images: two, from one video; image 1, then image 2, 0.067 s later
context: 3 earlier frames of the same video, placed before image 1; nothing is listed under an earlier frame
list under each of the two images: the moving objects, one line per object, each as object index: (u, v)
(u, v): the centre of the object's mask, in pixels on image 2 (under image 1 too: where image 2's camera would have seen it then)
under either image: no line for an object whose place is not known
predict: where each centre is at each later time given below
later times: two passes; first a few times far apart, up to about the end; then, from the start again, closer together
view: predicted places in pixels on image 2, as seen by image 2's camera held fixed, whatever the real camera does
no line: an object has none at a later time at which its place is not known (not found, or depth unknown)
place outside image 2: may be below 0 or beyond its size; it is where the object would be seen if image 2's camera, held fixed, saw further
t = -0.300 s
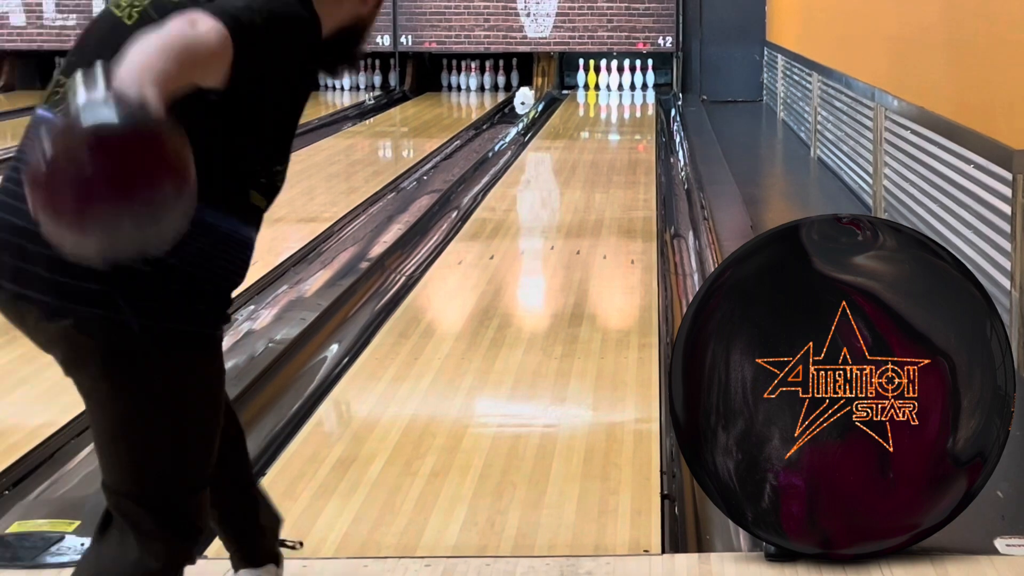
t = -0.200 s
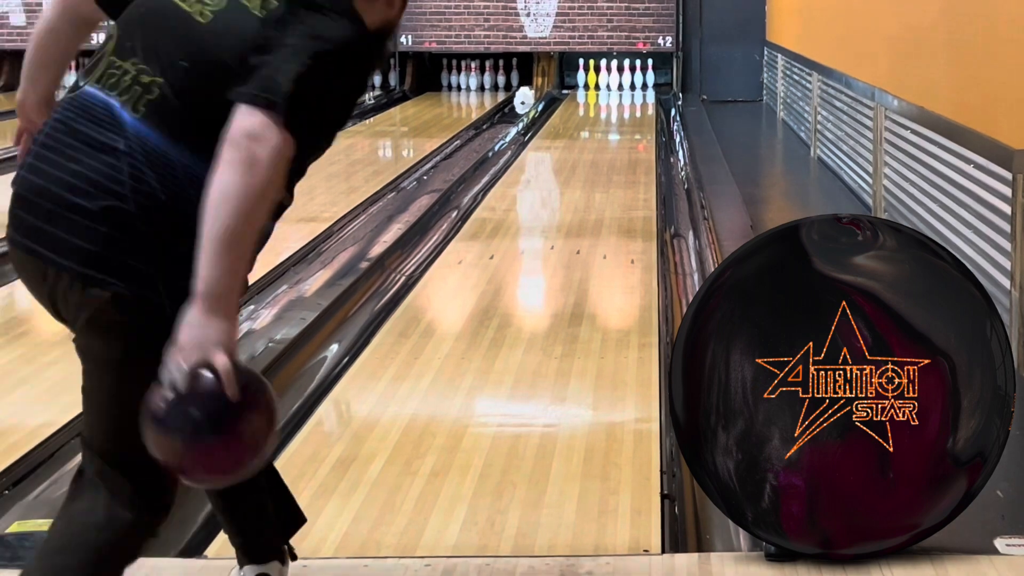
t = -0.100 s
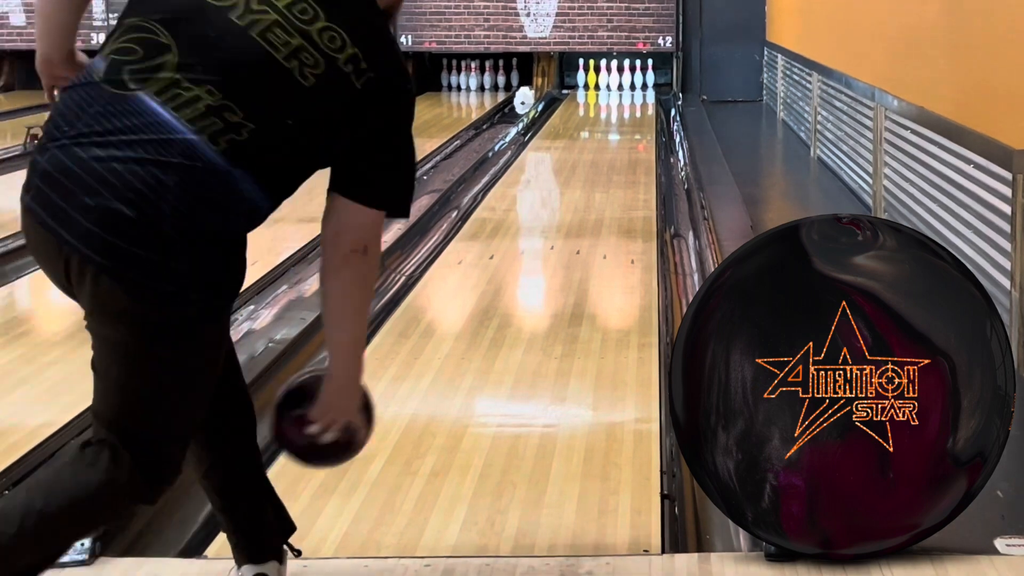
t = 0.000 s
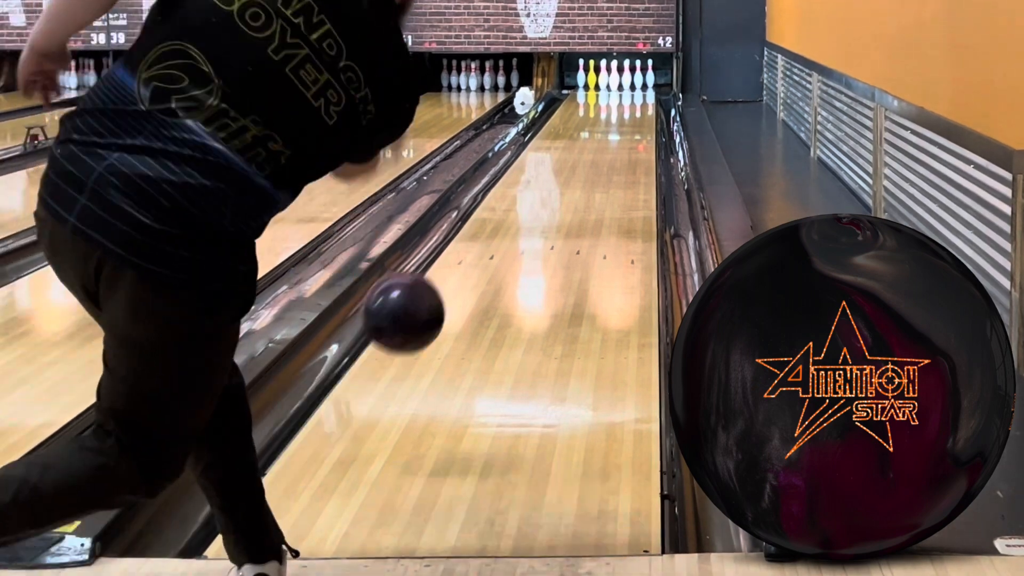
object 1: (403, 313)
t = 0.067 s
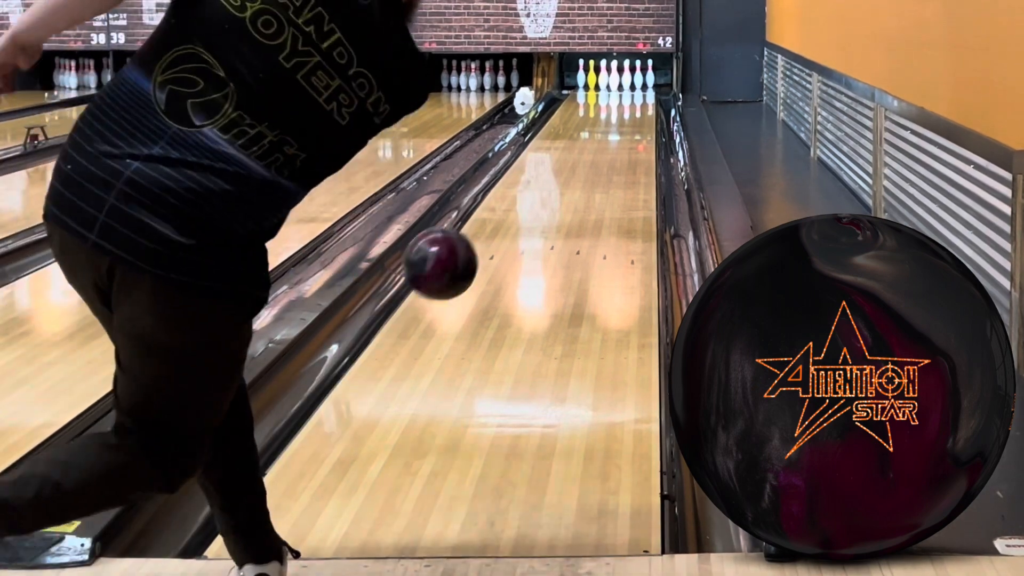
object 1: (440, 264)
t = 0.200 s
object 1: (495, 228)
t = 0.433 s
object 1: (554, 243)
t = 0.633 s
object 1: (585, 204)
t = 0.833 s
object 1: (606, 172)
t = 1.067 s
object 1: (623, 148)
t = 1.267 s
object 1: (632, 131)
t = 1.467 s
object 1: (638, 118)
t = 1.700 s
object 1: (640, 105)
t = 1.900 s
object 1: (636, 96)
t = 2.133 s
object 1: (627, 89)
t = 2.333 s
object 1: (620, 83)
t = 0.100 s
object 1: (456, 248)
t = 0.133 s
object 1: (471, 237)
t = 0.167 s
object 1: (483, 231)
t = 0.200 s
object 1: (495, 228)
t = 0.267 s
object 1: (515, 231)
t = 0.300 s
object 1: (524, 236)
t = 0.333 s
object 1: (533, 244)
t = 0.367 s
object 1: (540, 253)
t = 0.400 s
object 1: (548, 254)
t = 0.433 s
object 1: (554, 243)
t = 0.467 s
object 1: (560, 236)
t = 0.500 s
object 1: (566, 231)
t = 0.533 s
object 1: (571, 224)
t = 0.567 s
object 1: (576, 217)
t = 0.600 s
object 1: (580, 210)
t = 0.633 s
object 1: (585, 204)
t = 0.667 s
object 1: (589, 198)
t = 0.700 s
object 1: (593, 192)
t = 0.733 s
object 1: (596, 187)
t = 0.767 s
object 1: (600, 182)
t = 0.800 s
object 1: (603, 177)
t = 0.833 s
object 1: (606, 172)
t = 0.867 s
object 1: (609, 168)
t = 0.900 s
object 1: (611, 164)
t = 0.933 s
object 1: (614, 161)
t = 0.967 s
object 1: (616, 158)
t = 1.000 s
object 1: (619, 154)
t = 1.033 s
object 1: (620, 151)
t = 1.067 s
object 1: (623, 148)
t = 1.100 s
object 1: (624, 145)
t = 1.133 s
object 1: (626, 142)
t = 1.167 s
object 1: (628, 139)
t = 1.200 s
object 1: (629, 136)
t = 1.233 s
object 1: (631, 134)
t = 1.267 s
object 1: (632, 131)
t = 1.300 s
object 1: (634, 129)
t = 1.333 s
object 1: (635, 126)
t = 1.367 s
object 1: (636, 124)
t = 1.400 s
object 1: (637, 122)
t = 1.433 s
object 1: (638, 120)
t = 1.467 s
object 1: (638, 118)
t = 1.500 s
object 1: (639, 116)
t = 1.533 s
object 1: (640, 114)
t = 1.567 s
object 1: (640, 112)
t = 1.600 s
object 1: (640, 110)
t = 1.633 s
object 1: (640, 108)
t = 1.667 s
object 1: (640, 107)
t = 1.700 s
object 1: (640, 105)
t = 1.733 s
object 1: (640, 103)
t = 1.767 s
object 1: (639, 102)
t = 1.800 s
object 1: (639, 100)
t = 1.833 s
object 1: (638, 99)
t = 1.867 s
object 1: (637, 98)
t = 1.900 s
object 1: (636, 96)
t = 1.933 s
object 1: (635, 95)
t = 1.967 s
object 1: (634, 94)
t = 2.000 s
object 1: (633, 92)
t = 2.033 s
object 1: (631, 91)
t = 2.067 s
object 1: (630, 90)
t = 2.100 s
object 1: (629, 89)
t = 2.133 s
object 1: (627, 89)
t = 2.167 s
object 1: (626, 87)
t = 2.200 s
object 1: (624, 86)
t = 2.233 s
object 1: (621, 85)
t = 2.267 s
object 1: (620, 83)
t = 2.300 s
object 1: (619, 83)
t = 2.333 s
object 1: (620, 83)
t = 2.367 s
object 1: (617, 82)
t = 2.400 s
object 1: (616, 81)
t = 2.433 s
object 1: (615, 81)
